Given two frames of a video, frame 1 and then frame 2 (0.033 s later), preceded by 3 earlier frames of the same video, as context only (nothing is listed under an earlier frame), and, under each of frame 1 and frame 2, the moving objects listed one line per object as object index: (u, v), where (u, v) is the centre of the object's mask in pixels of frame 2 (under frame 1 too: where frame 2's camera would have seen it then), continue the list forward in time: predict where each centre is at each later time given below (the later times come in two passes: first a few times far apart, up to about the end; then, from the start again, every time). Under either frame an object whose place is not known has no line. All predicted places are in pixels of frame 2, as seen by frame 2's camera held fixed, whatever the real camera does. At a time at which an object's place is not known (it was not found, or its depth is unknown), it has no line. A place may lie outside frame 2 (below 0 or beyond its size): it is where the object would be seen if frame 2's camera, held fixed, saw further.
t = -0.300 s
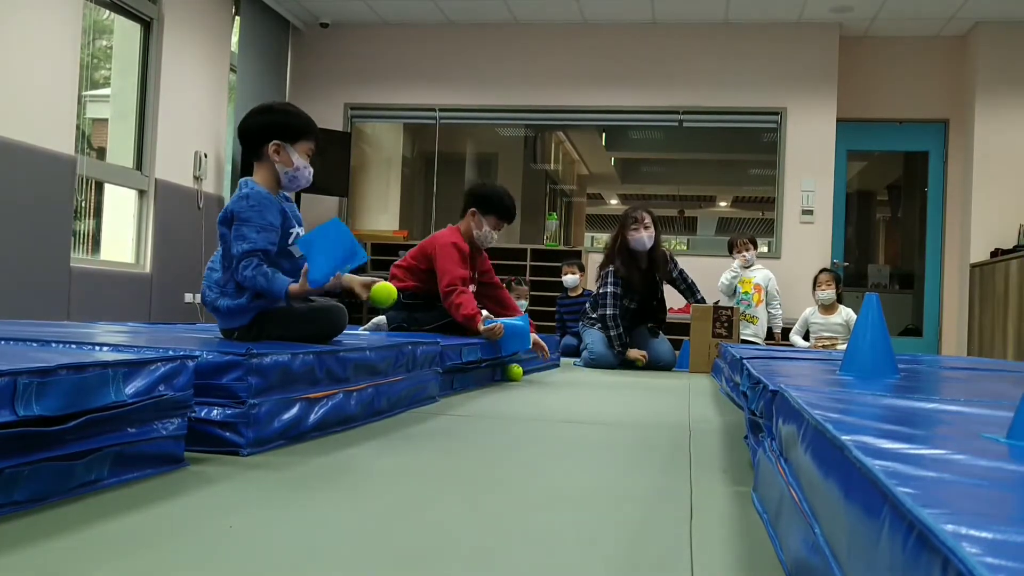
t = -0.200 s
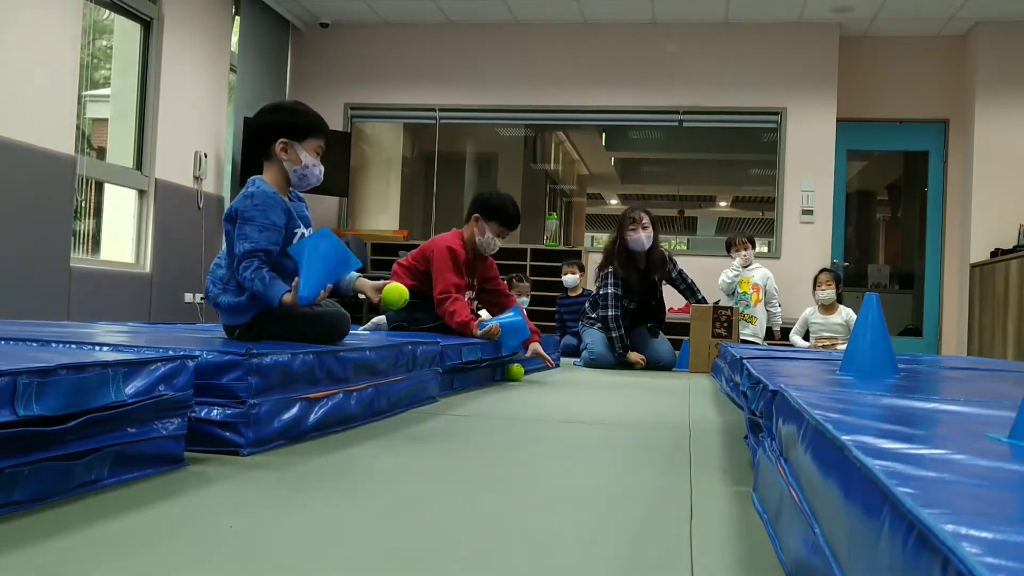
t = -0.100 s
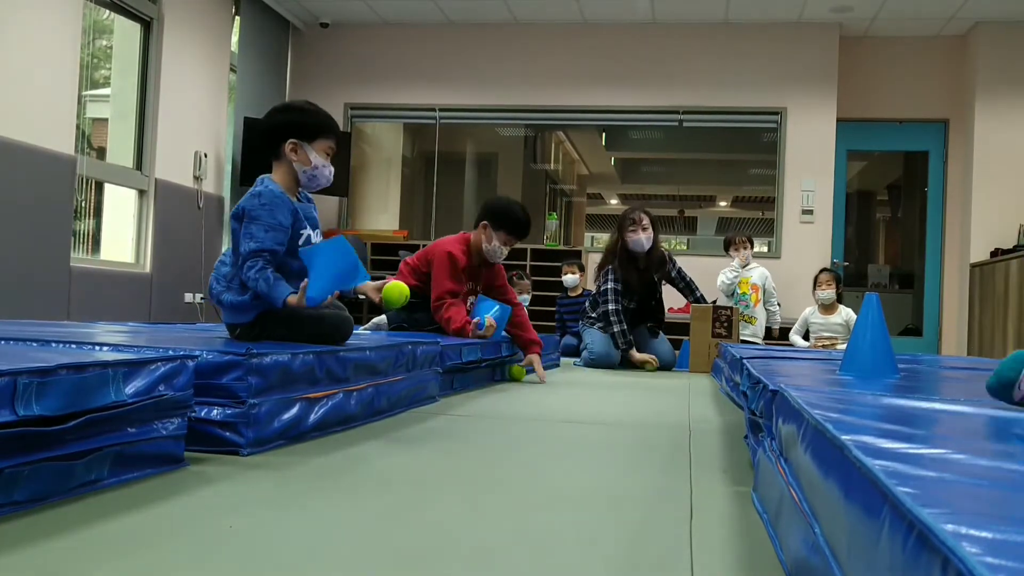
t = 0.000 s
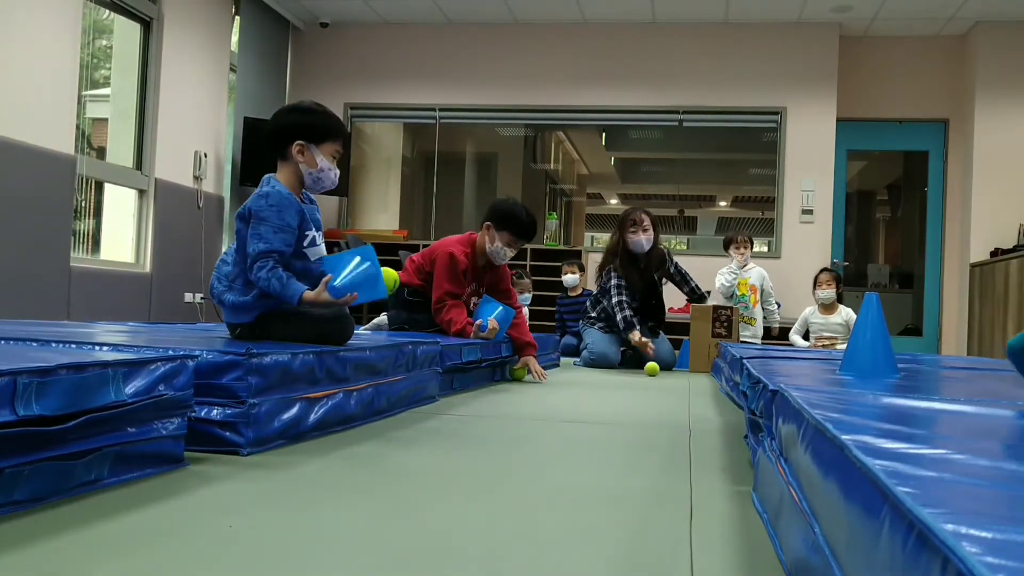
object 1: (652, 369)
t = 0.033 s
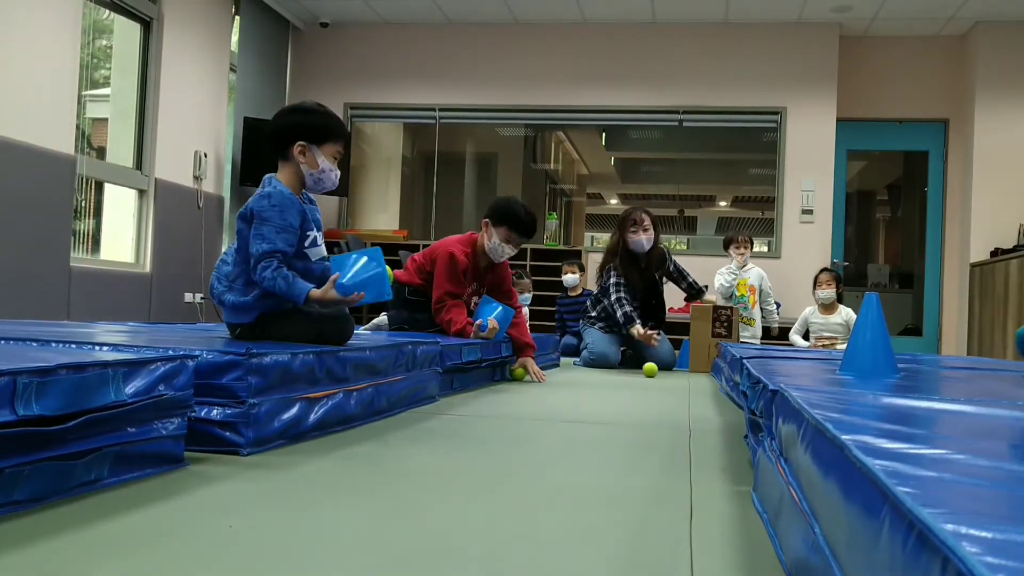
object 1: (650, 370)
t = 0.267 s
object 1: (632, 382)
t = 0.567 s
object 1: (585, 407)
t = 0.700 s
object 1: (549, 426)
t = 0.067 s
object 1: (648, 371)
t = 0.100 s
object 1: (645, 373)
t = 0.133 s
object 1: (643, 374)
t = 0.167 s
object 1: (640, 377)
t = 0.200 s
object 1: (638, 378)
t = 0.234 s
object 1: (635, 380)
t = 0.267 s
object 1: (632, 382)
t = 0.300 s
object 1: (628, 385)
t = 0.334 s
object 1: (624, 387)
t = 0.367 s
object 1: (620, 389)
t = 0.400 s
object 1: (615, 392)
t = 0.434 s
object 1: (610, 395)
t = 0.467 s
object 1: (604, 398)
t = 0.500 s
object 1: (598, 401)
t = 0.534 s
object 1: (592, 404)
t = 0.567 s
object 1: (585, 407)
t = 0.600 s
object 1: (577, 413)
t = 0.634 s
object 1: (568, 417)
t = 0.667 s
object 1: (559, 423)
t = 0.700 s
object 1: (549, 426)
